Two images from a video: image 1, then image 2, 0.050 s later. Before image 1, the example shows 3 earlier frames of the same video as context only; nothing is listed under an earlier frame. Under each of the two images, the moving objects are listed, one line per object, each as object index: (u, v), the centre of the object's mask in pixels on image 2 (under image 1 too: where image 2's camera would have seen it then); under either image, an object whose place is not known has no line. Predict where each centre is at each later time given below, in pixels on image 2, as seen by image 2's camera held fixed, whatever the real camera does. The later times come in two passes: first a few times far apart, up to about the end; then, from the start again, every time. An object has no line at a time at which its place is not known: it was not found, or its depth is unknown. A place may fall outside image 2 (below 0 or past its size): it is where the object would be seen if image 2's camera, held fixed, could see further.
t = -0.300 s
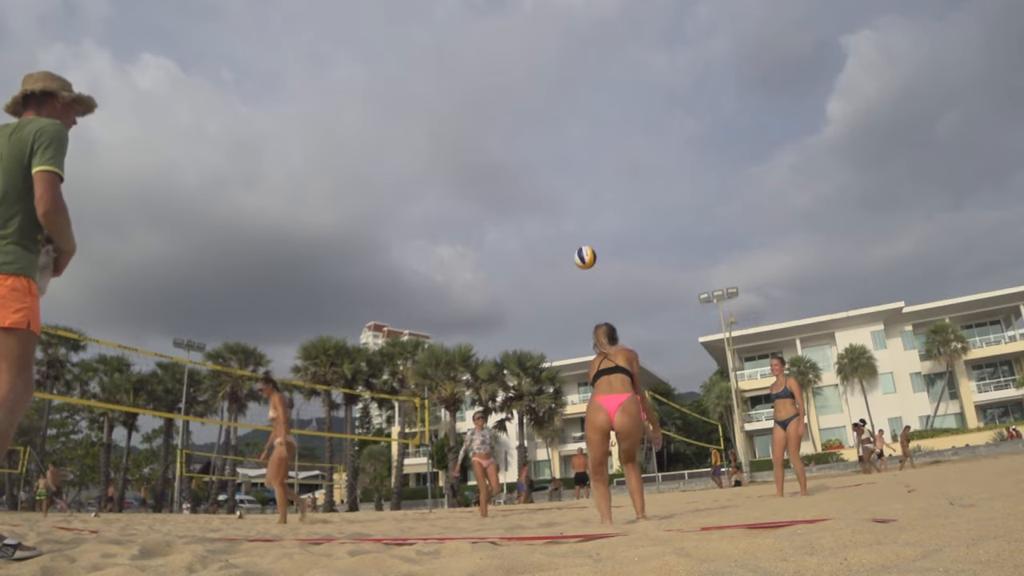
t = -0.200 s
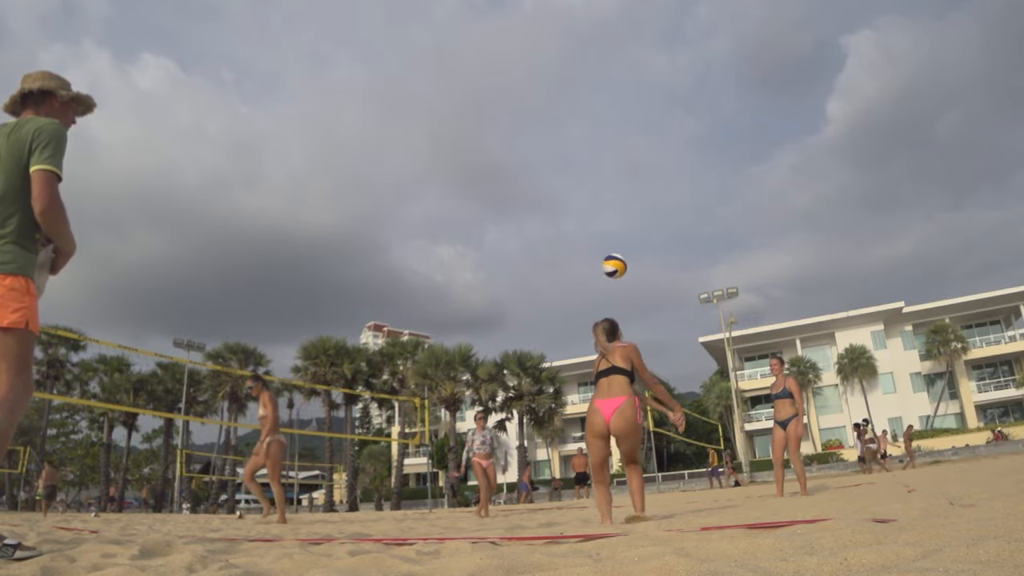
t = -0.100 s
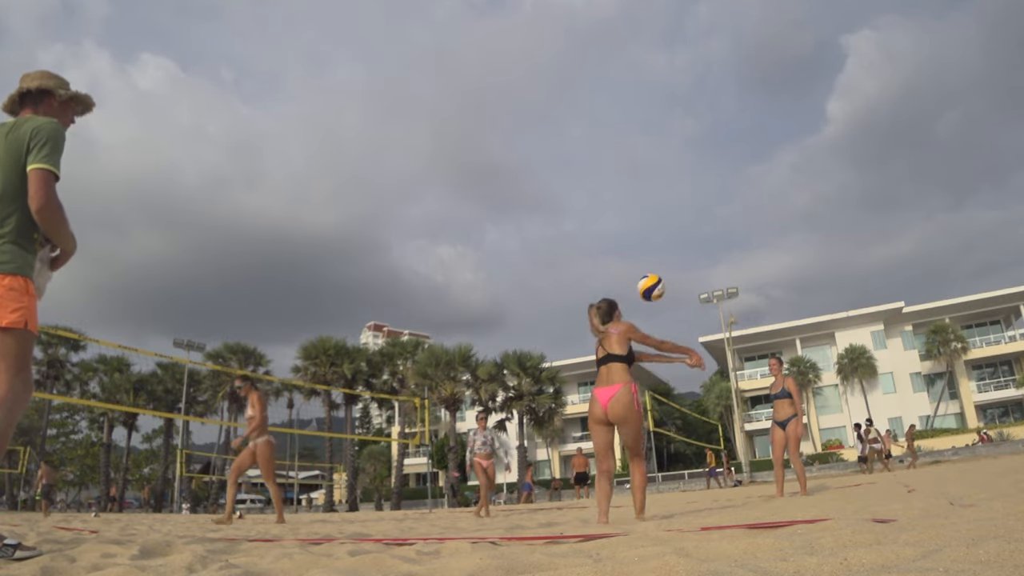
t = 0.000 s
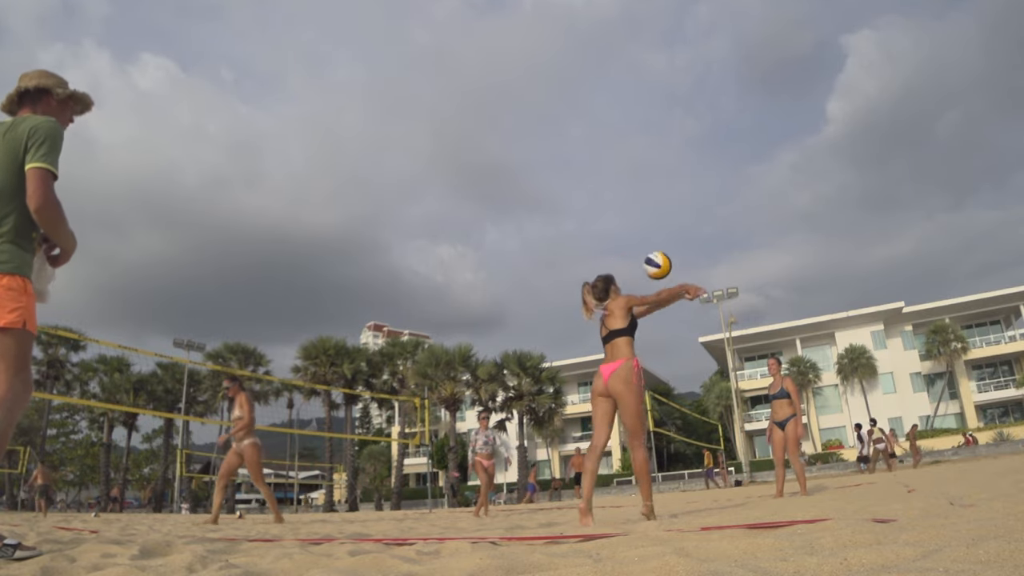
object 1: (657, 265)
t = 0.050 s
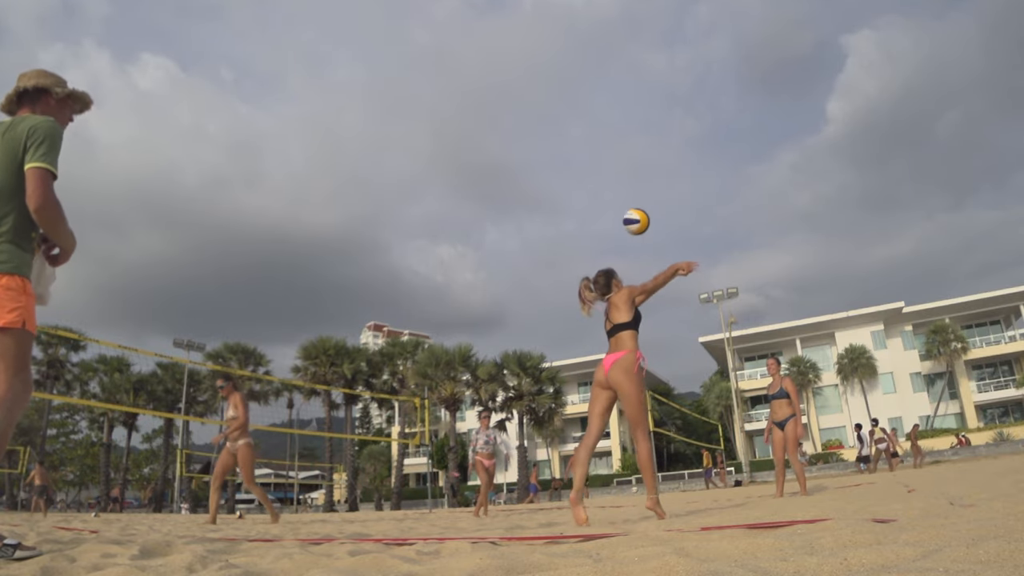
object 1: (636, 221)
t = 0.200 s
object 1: (586, 126)
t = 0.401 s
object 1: (541, 61)
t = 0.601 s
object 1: (508, 41)
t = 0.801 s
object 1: (485, 51)
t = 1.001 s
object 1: (466, 85)
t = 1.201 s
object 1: (452, 142)
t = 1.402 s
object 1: (442, 226)
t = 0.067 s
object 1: (629, 208)
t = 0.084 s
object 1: (623, 196)
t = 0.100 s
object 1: (617, 184)
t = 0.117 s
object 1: (611, 173)
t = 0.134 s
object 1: (606, 163)
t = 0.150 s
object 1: (601, 153)
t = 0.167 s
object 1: (596, 143)
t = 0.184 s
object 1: (591, 135)
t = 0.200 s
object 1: (586, 126)
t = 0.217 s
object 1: (581, 118)
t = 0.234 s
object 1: (577, 112)
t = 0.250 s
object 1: (573, 105)
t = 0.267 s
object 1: (568, 98)
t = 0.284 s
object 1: (565, 92)
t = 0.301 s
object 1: (561, 87)
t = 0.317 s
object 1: (557, 82)
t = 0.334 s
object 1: (554, 77)
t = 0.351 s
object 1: (550, 72)
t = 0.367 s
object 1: (547, 68)
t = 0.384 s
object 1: (544, 65)
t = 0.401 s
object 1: (541, 61)
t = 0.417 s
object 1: (537, 58)
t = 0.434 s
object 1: (534, 55)
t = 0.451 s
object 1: (531, 53)
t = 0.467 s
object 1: (528, 50)
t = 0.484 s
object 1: (525, 49)
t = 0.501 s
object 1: (523, 47)
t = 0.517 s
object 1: (520, 45)
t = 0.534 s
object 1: (517, 44)
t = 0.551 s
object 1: (515, 43)
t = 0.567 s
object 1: (513, 42)
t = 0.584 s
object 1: (510, 42)
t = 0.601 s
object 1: (508, 41)
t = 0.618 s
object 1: (506, 41)
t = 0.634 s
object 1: (503, 41)
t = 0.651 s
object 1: (501, 41)
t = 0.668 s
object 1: (499, 41)
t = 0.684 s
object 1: (497, 42)
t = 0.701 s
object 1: (495, 43)
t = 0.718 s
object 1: (493, 44)
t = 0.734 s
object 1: (491, 45)
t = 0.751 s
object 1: (490, 46)
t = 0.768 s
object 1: (488, 47)
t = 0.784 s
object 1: (487, 49)
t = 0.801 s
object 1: (485, 51)
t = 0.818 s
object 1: (483, 53)
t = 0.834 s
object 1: (481, 55)
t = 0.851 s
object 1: (479, 57)
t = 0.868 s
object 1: (478, 60)
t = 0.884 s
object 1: (476, 62)
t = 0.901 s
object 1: (475, 65)
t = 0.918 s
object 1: (473, 68)
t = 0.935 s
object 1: (471, 71)
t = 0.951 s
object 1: (470, 74)
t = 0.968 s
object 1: (469, 78)
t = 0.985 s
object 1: (468, 81)
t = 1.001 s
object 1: (466, 85)
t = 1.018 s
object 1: (465, 88)
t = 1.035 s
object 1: (464, 93)
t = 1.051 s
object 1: (463, 97)
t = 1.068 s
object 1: (461, 101)
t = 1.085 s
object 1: (460, 105)
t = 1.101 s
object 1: (459, 110)
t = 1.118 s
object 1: (458, 115)
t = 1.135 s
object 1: (456, 120)
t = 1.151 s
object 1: (455, 125)
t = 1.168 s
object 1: (454, 131)
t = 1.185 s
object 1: (453, 137)
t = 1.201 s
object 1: (452, 142)
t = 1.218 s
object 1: (451, 148)
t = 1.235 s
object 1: (450, 154)
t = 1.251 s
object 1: (449, 161)
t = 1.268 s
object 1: (448, 167)
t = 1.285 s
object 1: (447, 174)
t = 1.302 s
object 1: (447, 181)
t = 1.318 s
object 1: (446, 188)
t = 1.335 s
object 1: (445, 195)
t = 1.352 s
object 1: (444, 203)
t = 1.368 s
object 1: (443, 210)
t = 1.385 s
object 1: (443, 218)
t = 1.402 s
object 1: (442, 226)
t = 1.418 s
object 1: (441, 234)
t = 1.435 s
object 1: (441, 243)
